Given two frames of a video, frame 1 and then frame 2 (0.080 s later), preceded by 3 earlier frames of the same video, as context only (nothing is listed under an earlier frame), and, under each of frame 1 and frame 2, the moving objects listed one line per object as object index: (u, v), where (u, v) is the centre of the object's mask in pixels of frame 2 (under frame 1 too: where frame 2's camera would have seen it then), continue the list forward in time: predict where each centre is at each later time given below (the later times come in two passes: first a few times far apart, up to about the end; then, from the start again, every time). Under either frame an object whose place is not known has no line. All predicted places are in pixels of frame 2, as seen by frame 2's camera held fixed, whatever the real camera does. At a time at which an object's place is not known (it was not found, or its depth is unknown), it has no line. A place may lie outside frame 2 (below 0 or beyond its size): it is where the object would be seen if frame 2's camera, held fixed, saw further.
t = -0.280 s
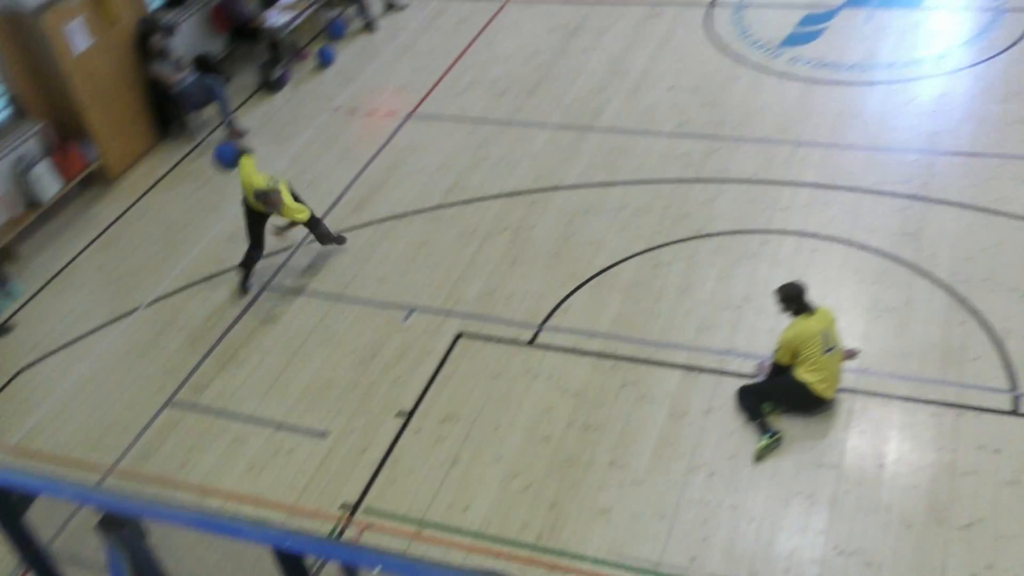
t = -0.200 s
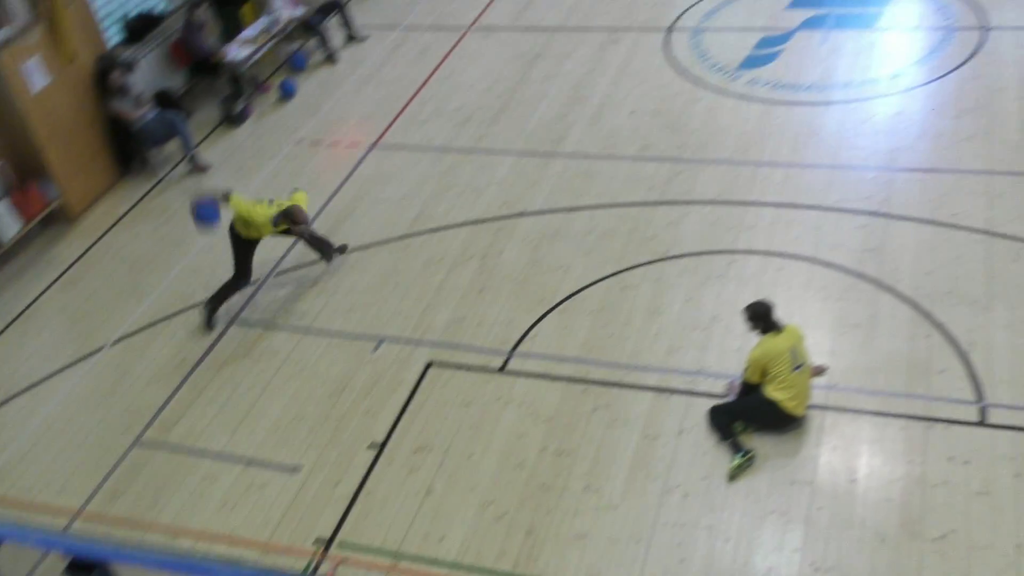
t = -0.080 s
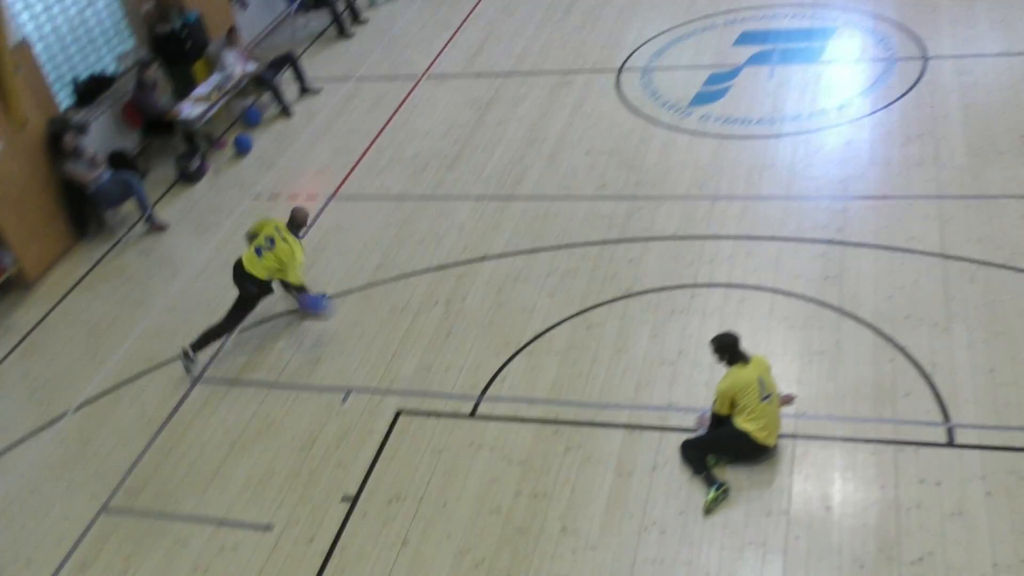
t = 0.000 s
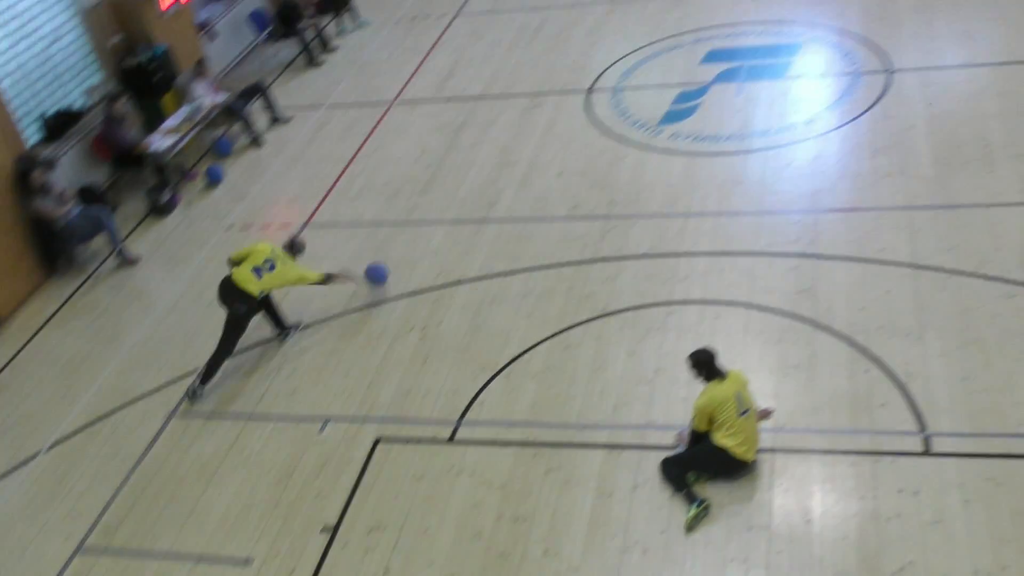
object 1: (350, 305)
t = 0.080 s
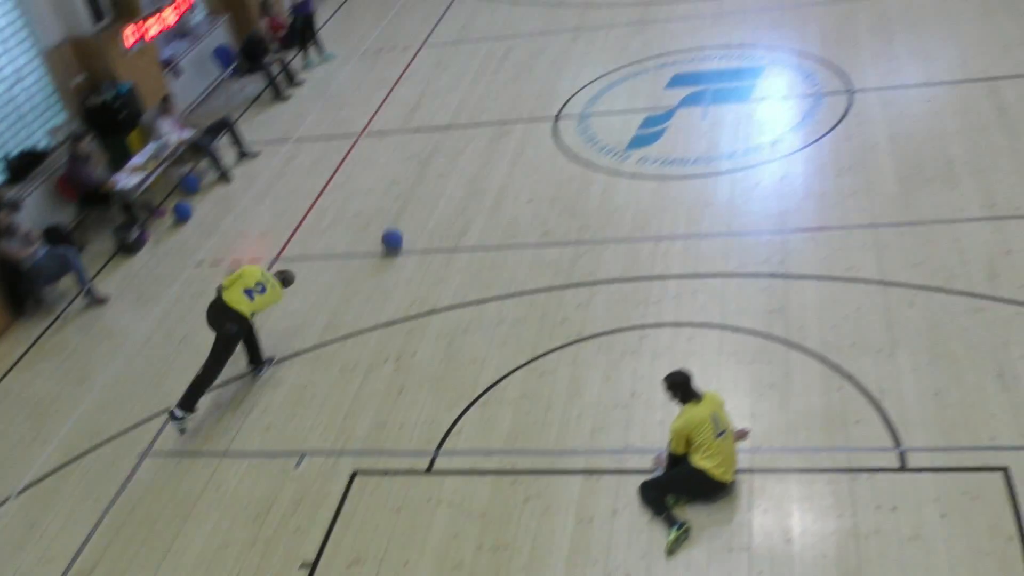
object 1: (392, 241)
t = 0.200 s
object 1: (430, 154)
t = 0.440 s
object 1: (487, 44)
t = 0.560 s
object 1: (504, 8)
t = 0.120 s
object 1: (406, 207)
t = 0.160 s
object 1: (418, 179)
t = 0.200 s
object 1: (430, 154)
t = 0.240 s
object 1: (442, 131)
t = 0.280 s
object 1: (454, 111)
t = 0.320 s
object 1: (465, 95)
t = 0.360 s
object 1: (475, 80)
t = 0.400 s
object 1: (481, 61)
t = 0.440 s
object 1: (487, 44)
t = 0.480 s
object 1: (493, 30)
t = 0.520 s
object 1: (498, 18)
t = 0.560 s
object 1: (504, 8)
